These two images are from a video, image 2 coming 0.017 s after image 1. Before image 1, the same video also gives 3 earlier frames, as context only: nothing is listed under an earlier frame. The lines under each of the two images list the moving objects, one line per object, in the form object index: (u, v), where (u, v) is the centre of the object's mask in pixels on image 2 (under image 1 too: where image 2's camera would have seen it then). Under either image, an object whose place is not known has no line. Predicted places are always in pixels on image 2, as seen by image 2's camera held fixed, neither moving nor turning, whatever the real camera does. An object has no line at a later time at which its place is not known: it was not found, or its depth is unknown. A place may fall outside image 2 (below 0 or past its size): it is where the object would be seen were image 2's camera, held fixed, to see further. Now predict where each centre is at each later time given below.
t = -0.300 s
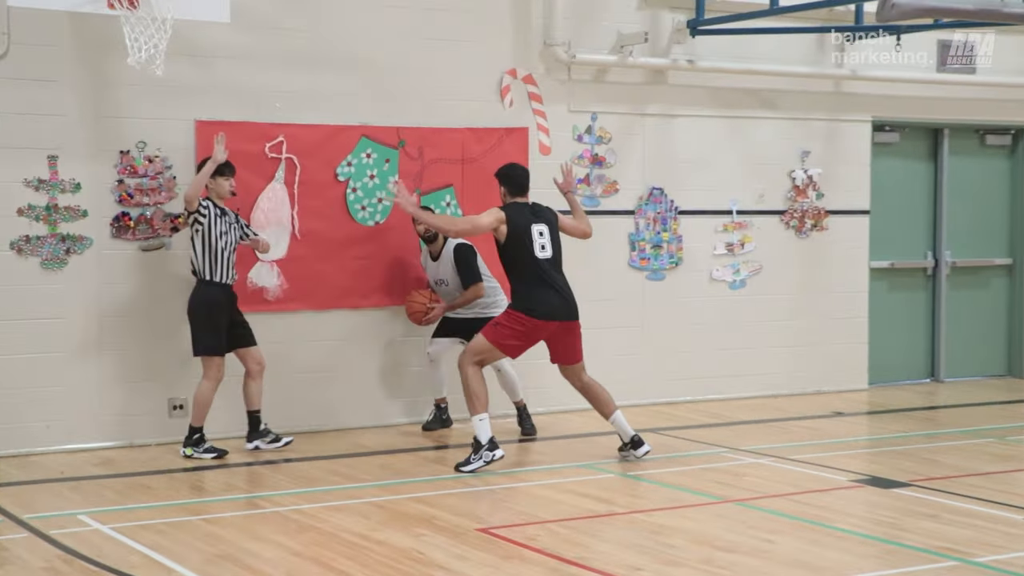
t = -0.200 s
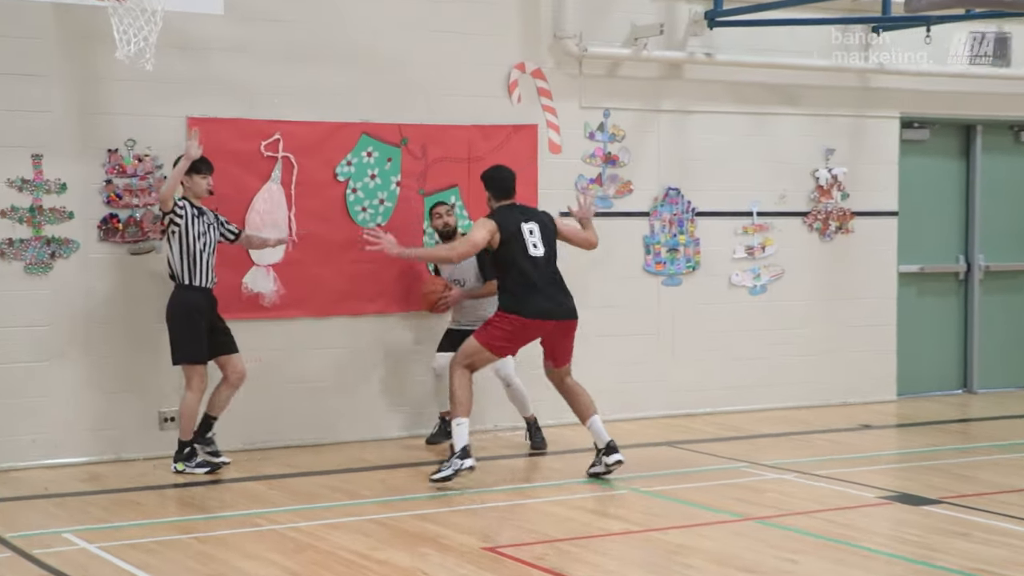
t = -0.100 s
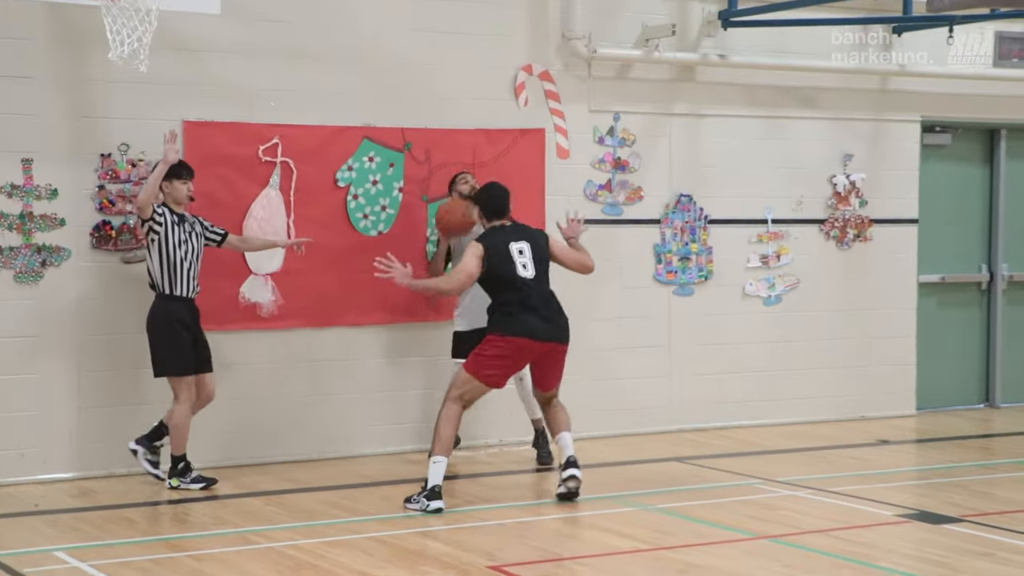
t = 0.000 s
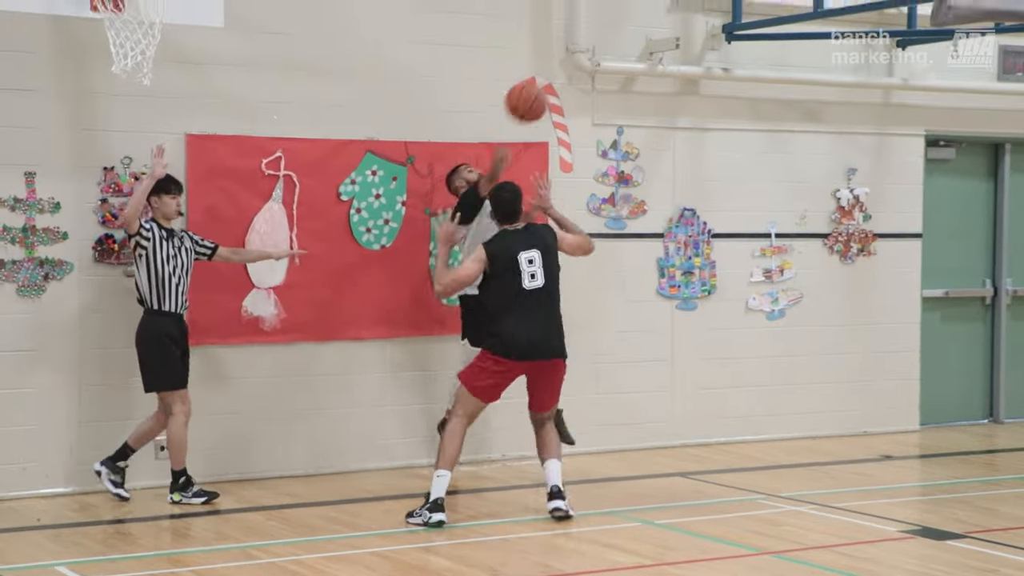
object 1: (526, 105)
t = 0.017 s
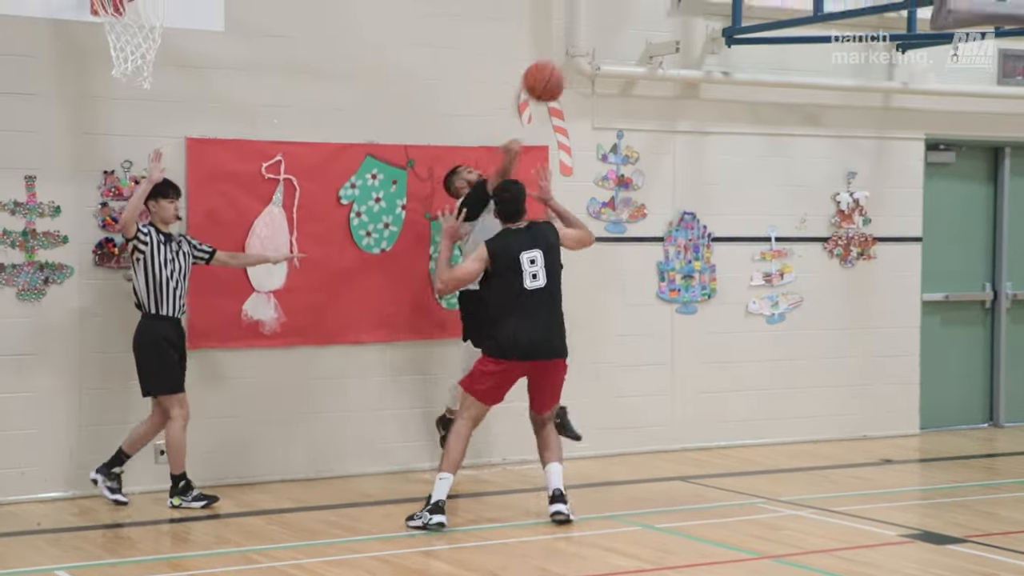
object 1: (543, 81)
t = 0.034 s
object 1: (561, 57)
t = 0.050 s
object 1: (579, 33)
